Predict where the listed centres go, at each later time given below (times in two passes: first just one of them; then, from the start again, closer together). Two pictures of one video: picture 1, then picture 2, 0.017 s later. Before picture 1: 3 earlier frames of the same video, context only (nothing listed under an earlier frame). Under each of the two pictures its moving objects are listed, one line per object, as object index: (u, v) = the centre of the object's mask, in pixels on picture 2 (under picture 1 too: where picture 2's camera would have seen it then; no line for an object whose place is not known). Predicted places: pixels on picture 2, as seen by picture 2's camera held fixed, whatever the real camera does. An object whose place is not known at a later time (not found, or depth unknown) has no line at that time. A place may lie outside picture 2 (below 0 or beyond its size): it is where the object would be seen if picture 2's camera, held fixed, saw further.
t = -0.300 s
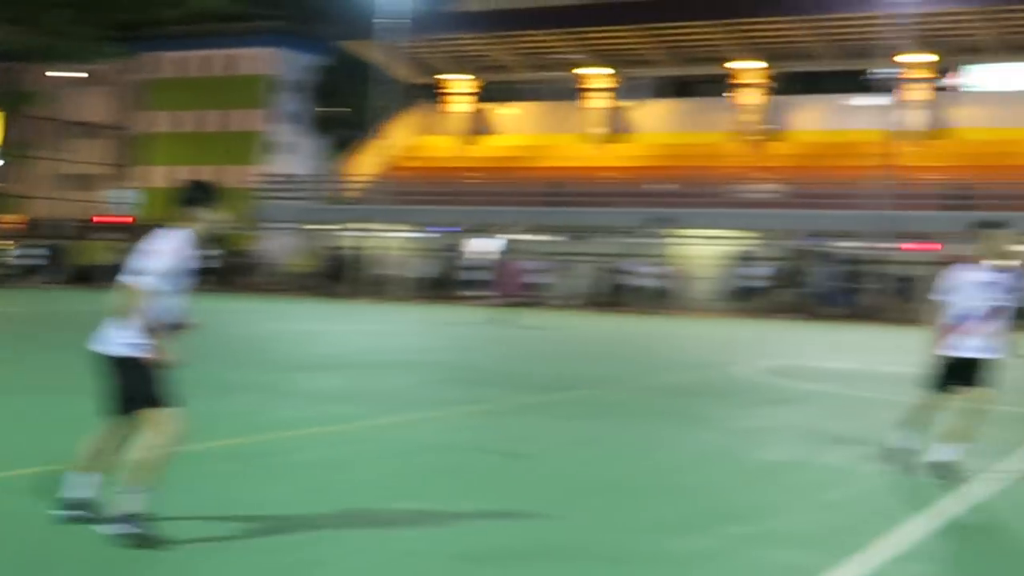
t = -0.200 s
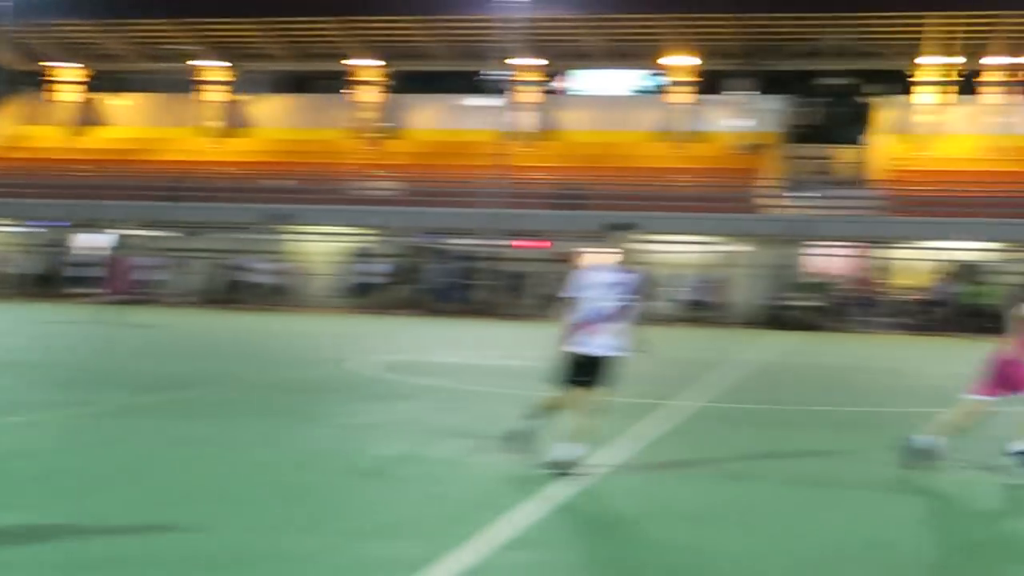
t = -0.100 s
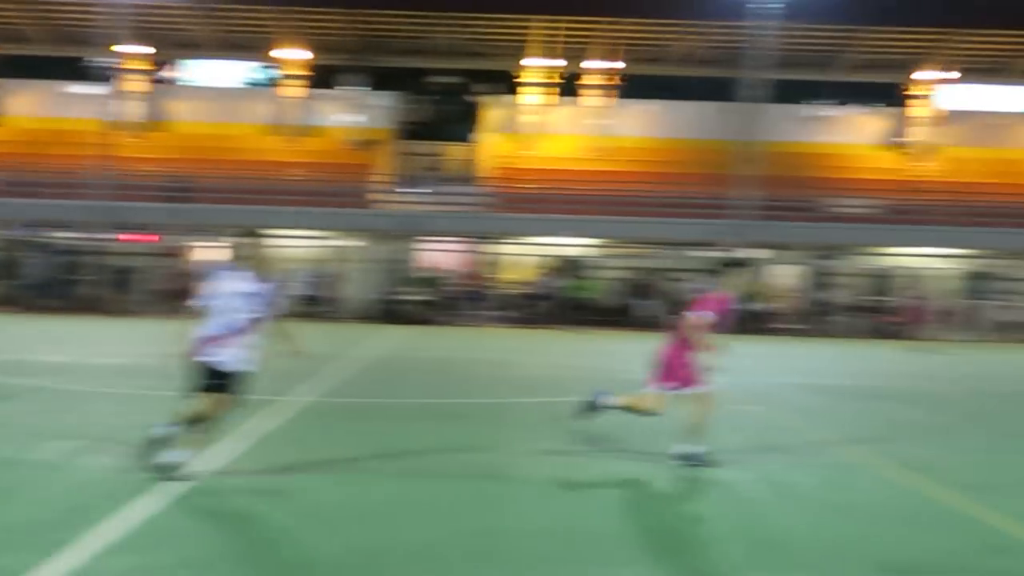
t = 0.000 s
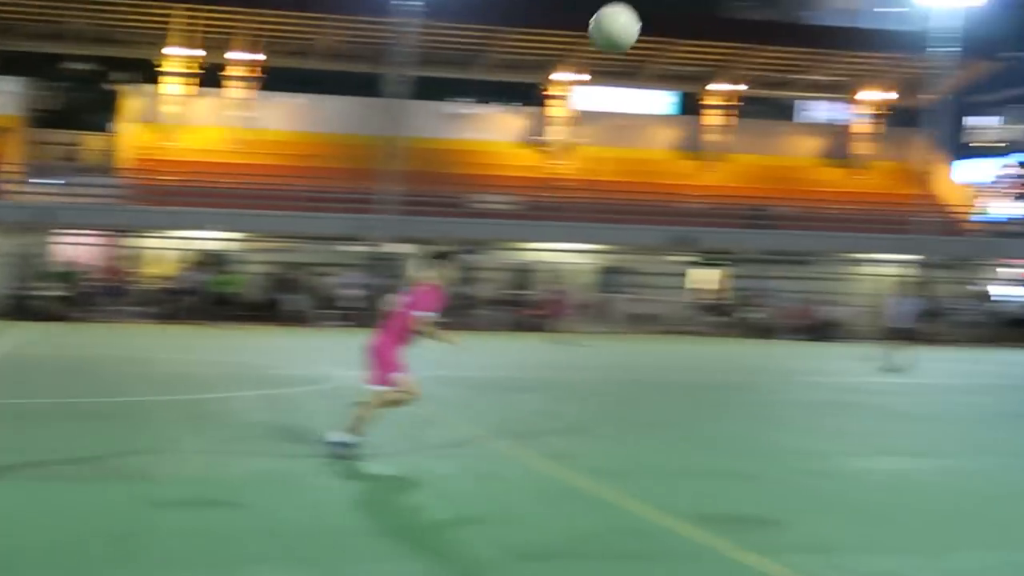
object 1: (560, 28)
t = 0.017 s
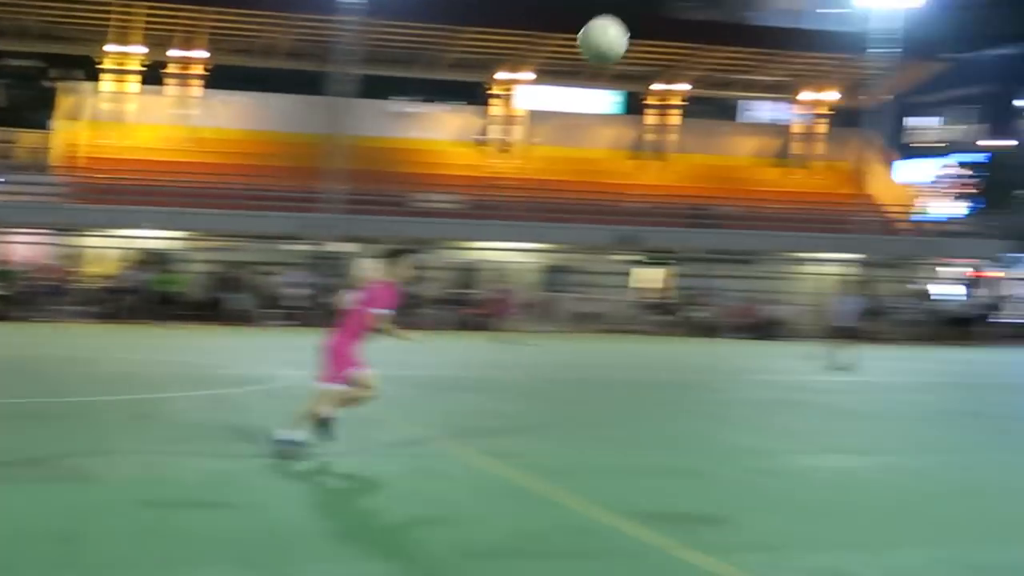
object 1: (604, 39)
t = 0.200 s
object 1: (1010, 195)
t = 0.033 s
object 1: (645, 53)
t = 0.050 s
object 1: (686, 65)
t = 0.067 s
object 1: (726, 80)
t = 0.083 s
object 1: (764, 94)
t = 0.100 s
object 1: (803, 108)
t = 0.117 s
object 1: (843, 120)
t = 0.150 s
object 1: (915, 149)
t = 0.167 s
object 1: (952, 164)
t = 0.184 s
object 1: (981, 180)
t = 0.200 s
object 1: (1010, 195)
